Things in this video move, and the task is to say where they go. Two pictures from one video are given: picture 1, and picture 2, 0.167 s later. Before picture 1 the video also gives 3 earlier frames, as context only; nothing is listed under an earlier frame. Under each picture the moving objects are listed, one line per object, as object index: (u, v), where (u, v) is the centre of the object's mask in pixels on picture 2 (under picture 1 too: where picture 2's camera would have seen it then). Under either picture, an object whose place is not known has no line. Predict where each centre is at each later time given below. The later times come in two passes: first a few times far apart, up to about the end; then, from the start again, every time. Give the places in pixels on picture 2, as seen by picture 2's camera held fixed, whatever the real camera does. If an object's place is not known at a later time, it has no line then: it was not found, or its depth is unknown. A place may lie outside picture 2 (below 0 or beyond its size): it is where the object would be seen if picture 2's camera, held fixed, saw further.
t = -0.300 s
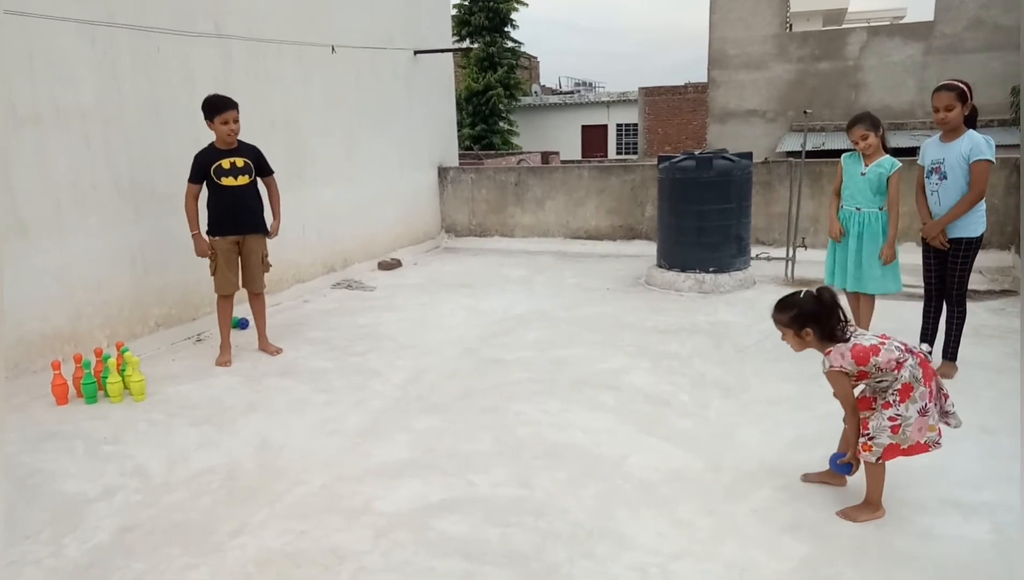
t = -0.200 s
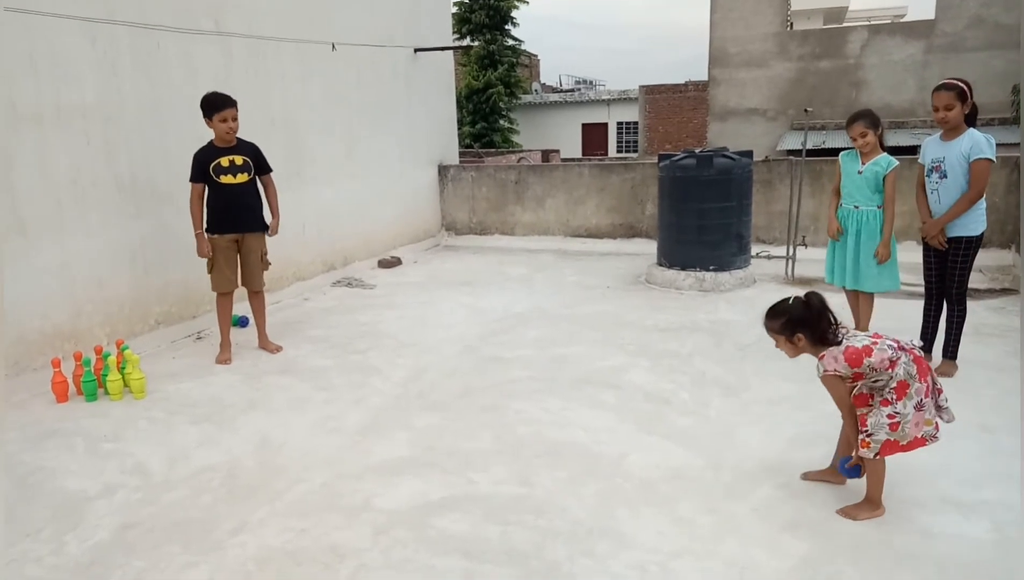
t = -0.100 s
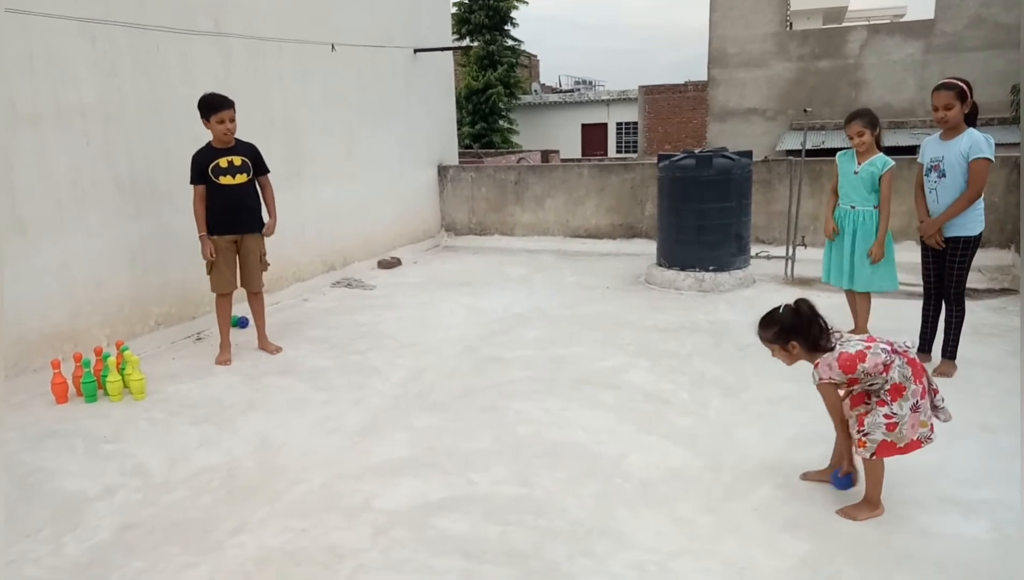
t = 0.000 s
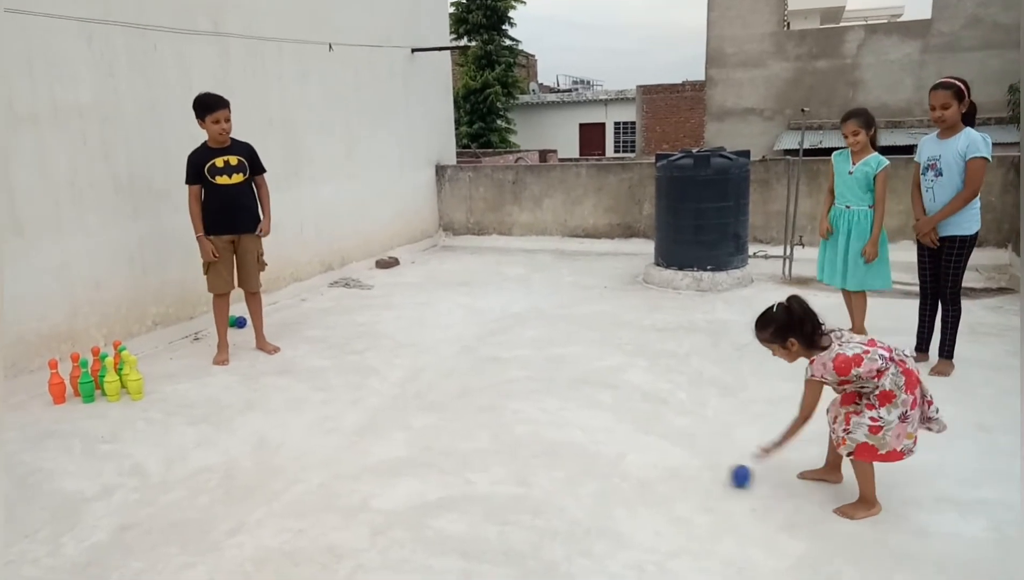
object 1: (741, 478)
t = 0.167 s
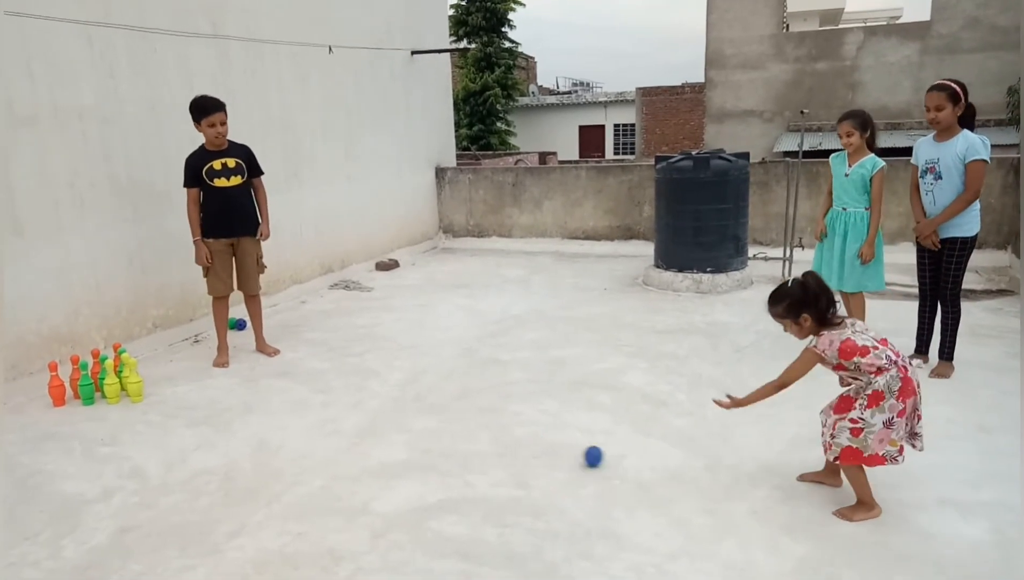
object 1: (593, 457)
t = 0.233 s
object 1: (551, 449)
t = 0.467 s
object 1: (423, 425)
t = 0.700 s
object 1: (314, 409)
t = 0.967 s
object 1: (214, 392)
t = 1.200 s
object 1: (146, 377)
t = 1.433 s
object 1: (139, 368)
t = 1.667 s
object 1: (132, 356)
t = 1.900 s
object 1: (146, 355)
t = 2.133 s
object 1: (168, 351)
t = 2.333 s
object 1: (184, 348)
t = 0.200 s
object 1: (572, 452)
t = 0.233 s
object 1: (551, 449)
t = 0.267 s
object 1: (530, 443)
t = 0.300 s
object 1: (512, 439)
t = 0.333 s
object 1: (493, 437)
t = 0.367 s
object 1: (475, 430)
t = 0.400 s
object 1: (457, 425)
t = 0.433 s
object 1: (440, 423)
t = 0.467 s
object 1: (423, 425)
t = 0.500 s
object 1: (407, 422)
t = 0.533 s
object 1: (390, 419)
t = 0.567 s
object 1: (374, 418)
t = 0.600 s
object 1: (358, 416)
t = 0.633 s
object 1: (342, 414)
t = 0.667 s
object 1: (329, 411)
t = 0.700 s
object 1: (314, 409)
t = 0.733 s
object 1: (299, 407)
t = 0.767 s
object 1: (286, 405)
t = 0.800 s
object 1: (273, 402)
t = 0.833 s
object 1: (259, 401)
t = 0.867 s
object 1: (248, 398)
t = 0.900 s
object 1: (237, 396)
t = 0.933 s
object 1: (225, 394)
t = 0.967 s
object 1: (214, 392)
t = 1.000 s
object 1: (203, 390)
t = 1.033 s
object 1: (192, 388)
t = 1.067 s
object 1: (182, 386)
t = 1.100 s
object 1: (173, 383)
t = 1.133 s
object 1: (162, 382)
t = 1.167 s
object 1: (153, 380)
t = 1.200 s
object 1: (146, 377)
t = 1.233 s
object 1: (140, 374)
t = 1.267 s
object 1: (140, 372)
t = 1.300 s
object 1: (140, 371)
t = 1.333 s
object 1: (140, 370)
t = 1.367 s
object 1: (140, 370)
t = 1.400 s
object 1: (140, 369)
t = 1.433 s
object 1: (139, 368)
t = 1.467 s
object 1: (138, 366)
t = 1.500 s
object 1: (138, 365)
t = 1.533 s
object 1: (138, 364)
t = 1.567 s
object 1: (135, 359)
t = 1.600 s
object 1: (134, 358)
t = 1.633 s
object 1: (134, 357)
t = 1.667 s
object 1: (132, 356)
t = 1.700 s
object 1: (132, 355)
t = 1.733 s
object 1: (132, 354)
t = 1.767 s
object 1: (134, 354)
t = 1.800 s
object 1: (137, 355)
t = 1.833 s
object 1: (140, 355)
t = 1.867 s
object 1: (143, 355)
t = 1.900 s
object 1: (146, 355)
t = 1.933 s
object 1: (149, 354)
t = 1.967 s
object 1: (152, 353)
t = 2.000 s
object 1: (155, 353)
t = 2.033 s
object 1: (158, 352)
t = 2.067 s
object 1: (161, 352)
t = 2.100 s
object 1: (165, 351)
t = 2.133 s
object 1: (168, 351)
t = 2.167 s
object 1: (171, 350)
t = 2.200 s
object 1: (174, 350)
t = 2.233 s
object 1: (176, 349)
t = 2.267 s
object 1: (179, 348)
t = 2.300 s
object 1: (182, 348)
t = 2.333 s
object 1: (184, 348)
